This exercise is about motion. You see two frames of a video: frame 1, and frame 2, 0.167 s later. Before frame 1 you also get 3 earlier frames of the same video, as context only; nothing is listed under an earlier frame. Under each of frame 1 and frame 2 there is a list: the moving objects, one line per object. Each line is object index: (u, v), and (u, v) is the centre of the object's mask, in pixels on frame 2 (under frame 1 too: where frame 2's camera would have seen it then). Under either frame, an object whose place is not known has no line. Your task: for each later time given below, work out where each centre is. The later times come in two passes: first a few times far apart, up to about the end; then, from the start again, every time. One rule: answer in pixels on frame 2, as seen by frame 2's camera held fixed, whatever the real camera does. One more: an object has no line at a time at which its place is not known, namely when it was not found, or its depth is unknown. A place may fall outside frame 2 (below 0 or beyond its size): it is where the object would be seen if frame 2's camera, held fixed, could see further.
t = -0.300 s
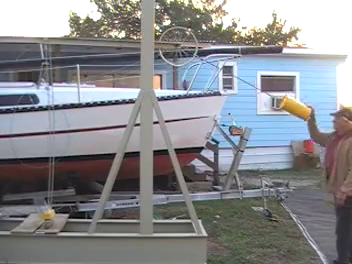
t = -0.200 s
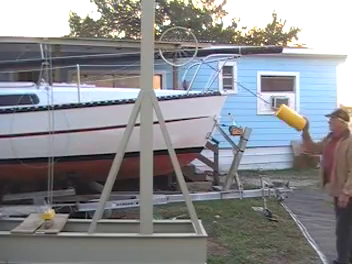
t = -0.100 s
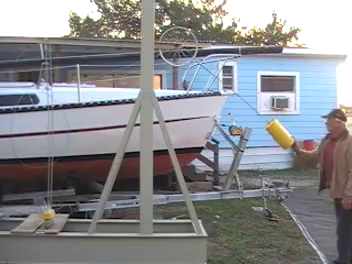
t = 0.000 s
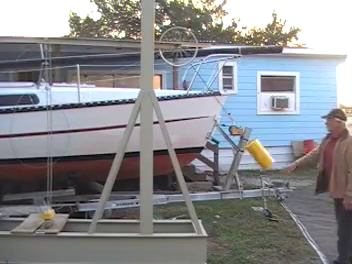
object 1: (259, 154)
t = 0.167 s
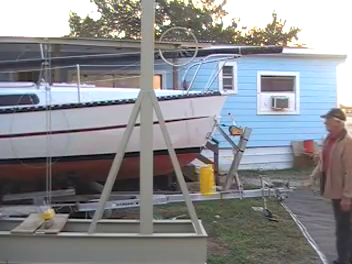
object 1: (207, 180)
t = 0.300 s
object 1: (157, 180)
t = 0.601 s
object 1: (70, 131)
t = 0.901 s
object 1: (51, 100)
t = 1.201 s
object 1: (70, 132)
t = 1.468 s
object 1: (135, 183)
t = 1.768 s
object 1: (251, 162)
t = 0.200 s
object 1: (193, 181)
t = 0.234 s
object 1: (178, 182)
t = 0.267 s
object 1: (167, 183)
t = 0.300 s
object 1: (157, 180)
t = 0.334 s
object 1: (136, 182)
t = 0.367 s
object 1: (128, 175)
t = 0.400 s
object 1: (120, 170)
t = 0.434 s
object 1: (104, 166)
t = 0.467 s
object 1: (97, 159)
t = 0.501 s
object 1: (89, 152)
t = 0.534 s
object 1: (81, 145)
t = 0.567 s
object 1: (75, 138)
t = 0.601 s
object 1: (70, 131)
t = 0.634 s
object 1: (65, 125)
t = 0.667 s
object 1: (61, 119)
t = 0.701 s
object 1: (58, 115)
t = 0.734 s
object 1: (56, 110)
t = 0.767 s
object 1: (55, 107)
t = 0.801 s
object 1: (53, 103)
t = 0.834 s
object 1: (52, 101)
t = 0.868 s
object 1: (51, 100)
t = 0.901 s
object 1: (51, 100)
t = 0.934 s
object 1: (52, 100)
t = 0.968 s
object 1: (52, 101)
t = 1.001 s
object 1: (54, 103)
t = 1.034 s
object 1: (54, 106)
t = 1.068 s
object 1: (56, 110)
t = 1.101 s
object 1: (58, 114)
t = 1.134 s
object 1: (62, 119)
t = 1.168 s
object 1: (65, 125)
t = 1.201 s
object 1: (70, 132)
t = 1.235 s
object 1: (75, 138)
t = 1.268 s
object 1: (82, 145)
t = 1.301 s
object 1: (89, 152)
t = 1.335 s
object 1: (97, 159)
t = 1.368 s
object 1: (105, 165)
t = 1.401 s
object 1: (121, 171)
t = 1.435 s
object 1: (129, 175)
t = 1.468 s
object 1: (135, 183)
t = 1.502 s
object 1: (157, 180)
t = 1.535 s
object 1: (167, 183)
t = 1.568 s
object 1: (178, 183)
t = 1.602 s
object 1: (194, 182)
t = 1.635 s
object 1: (205, 180)
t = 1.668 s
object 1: (218, 177)
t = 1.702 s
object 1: (230, 174)
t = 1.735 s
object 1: (240, 168)
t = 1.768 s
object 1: (251, 162)
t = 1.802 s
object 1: (259, 155)
